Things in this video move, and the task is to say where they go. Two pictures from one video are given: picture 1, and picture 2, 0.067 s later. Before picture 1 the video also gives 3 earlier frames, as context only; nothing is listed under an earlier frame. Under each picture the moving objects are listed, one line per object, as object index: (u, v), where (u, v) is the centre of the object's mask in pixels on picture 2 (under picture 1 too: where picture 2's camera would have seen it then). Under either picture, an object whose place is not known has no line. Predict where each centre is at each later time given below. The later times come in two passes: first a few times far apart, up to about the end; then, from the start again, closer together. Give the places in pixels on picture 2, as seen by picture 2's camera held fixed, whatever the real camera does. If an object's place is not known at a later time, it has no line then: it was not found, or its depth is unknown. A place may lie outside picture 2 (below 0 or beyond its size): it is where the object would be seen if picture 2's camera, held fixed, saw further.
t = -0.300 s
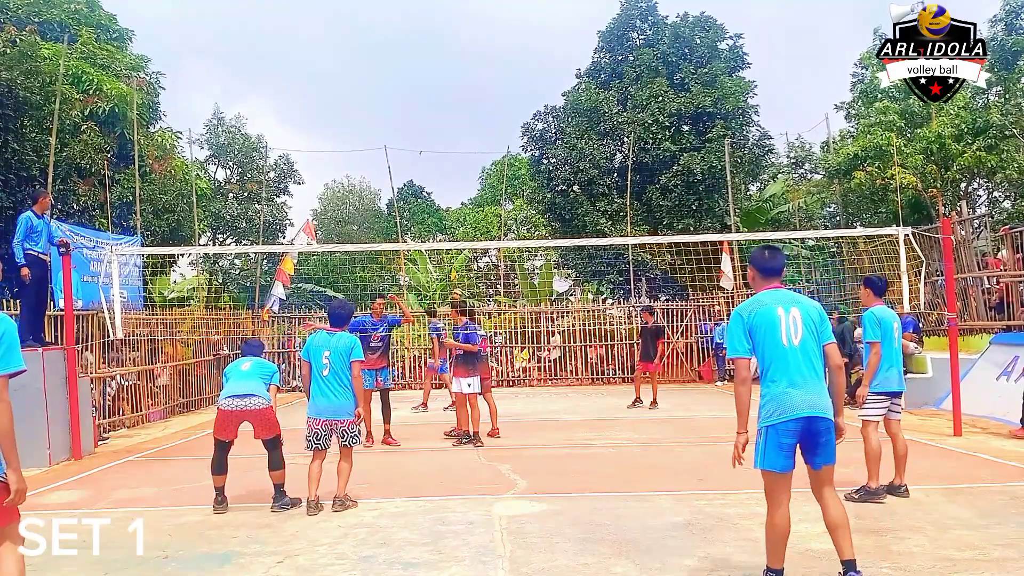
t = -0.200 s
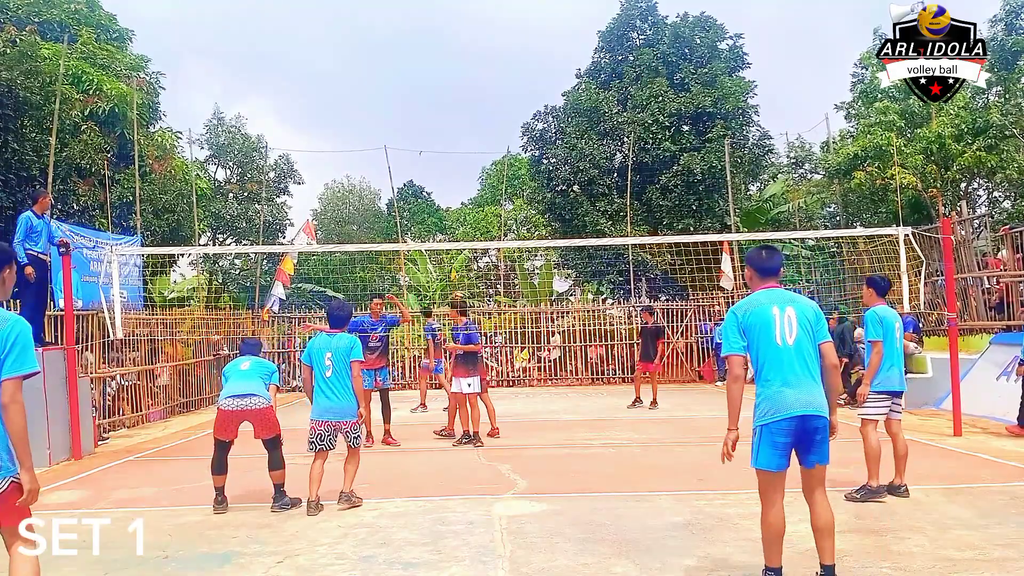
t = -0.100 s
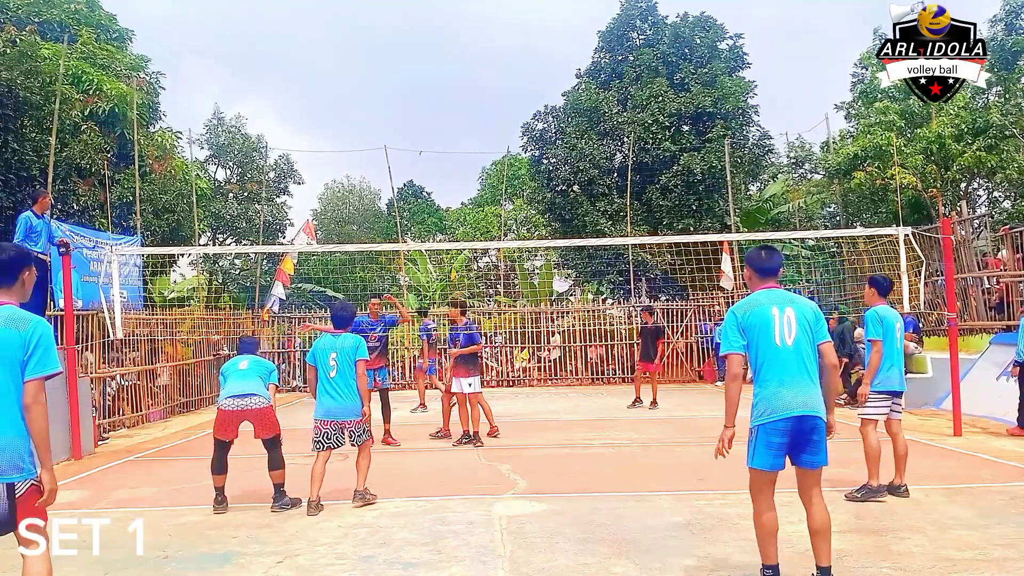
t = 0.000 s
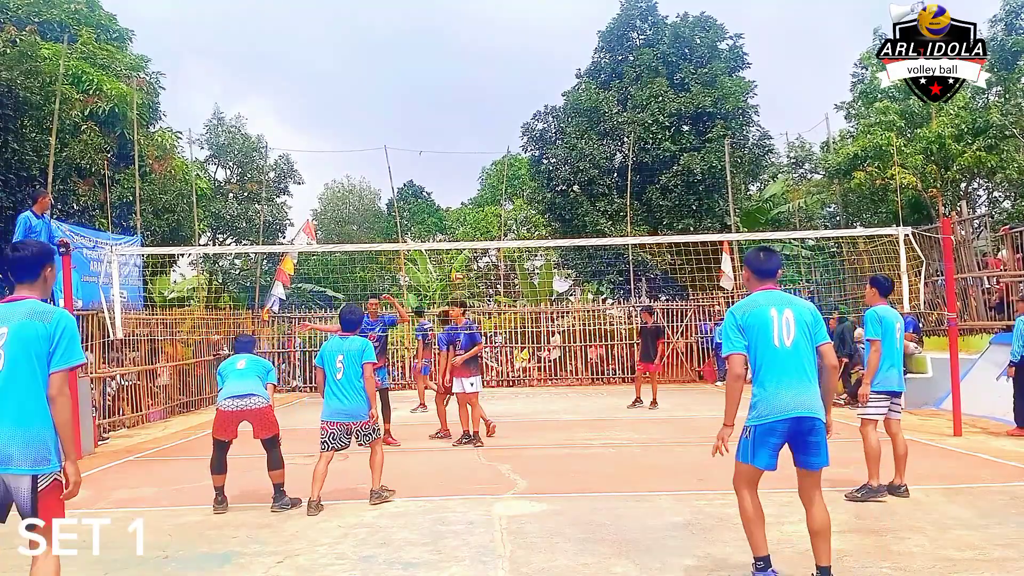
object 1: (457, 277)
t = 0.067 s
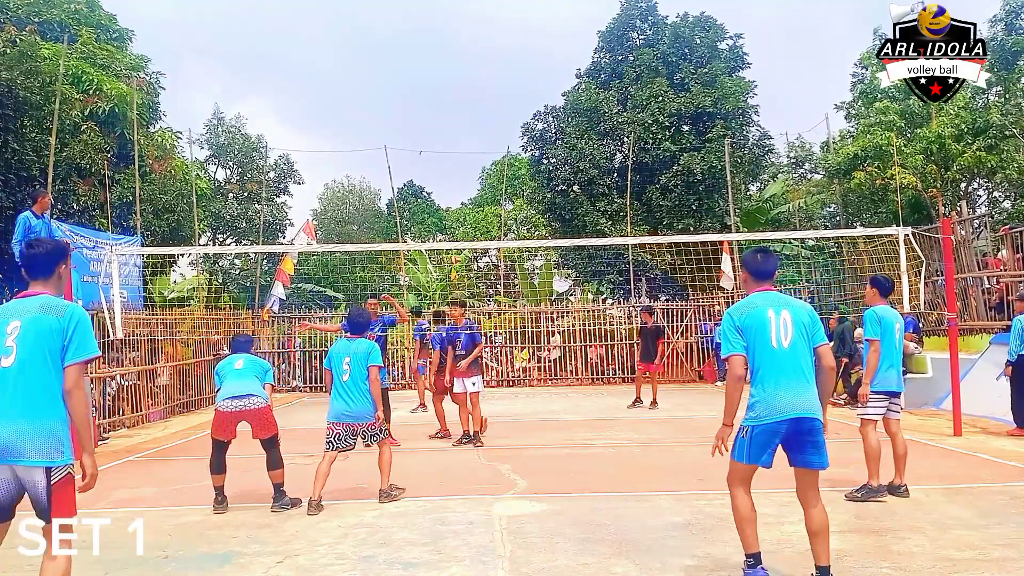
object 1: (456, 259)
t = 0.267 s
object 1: (451, 213)
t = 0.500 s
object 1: (453, 175)
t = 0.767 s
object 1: (479, 171)
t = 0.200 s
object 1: (453, 228)
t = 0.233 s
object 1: (452, 220)
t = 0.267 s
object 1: (451, 213)
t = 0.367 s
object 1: (451, 194)
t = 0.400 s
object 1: (452, 189)
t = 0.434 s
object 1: (452, 183)
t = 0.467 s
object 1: (452, 179)
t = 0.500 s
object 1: (453, 175)
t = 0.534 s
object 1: (455, 172)
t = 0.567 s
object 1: (457, 169)
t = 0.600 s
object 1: (459, 166)
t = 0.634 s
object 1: (462, 165)
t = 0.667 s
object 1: (465, 165)
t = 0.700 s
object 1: (469, 166)
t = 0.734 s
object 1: (473, 168)
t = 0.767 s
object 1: (479, 171)
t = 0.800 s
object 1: (485, 177)
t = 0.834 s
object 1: (491, 183)
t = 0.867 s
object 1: (499, 193)
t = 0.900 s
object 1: (508, 205)
